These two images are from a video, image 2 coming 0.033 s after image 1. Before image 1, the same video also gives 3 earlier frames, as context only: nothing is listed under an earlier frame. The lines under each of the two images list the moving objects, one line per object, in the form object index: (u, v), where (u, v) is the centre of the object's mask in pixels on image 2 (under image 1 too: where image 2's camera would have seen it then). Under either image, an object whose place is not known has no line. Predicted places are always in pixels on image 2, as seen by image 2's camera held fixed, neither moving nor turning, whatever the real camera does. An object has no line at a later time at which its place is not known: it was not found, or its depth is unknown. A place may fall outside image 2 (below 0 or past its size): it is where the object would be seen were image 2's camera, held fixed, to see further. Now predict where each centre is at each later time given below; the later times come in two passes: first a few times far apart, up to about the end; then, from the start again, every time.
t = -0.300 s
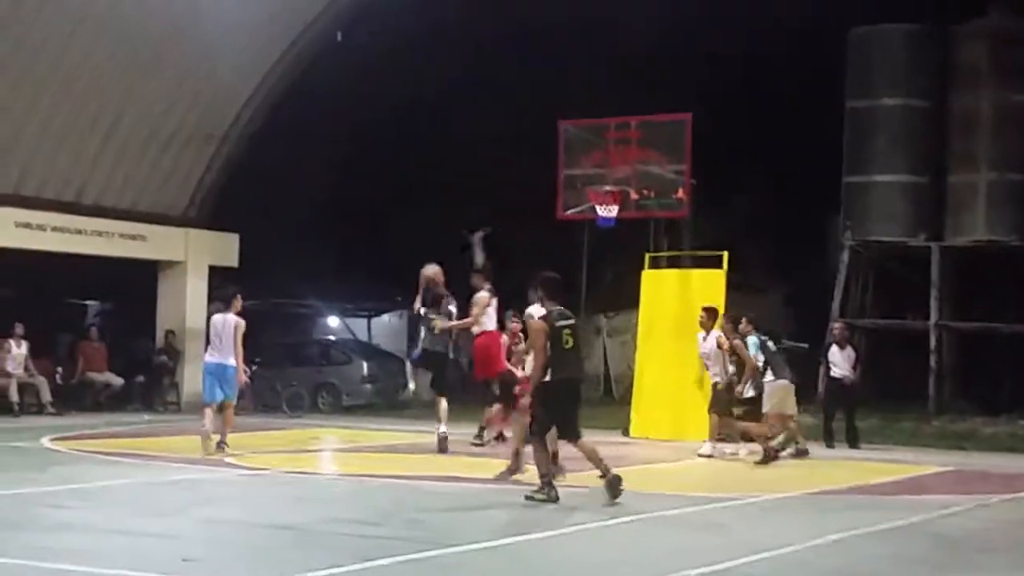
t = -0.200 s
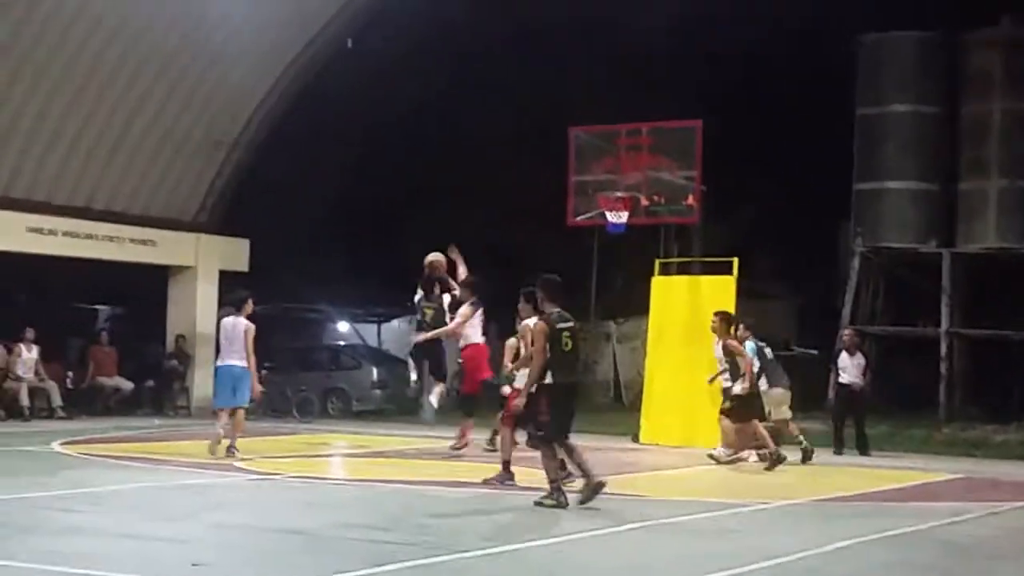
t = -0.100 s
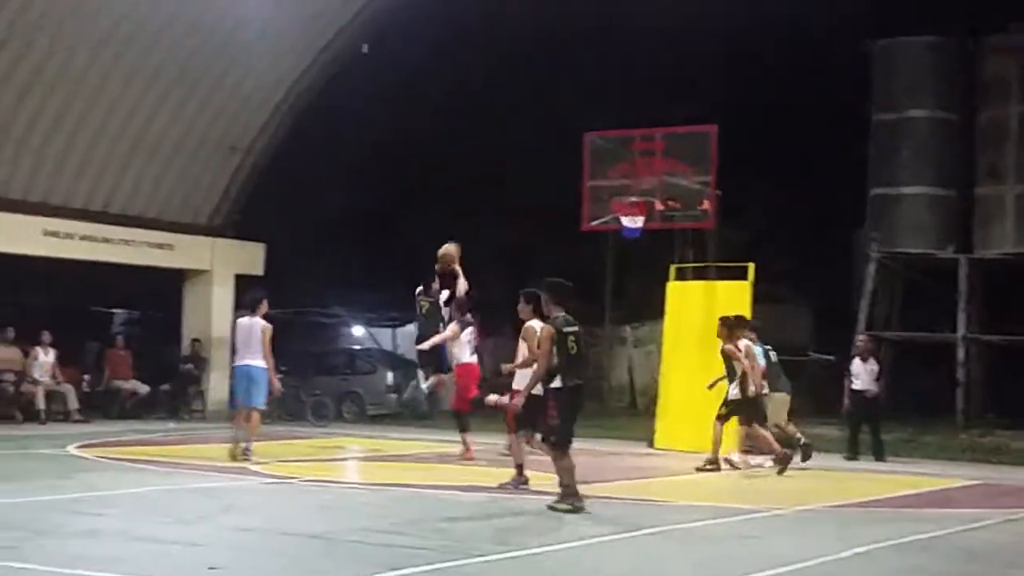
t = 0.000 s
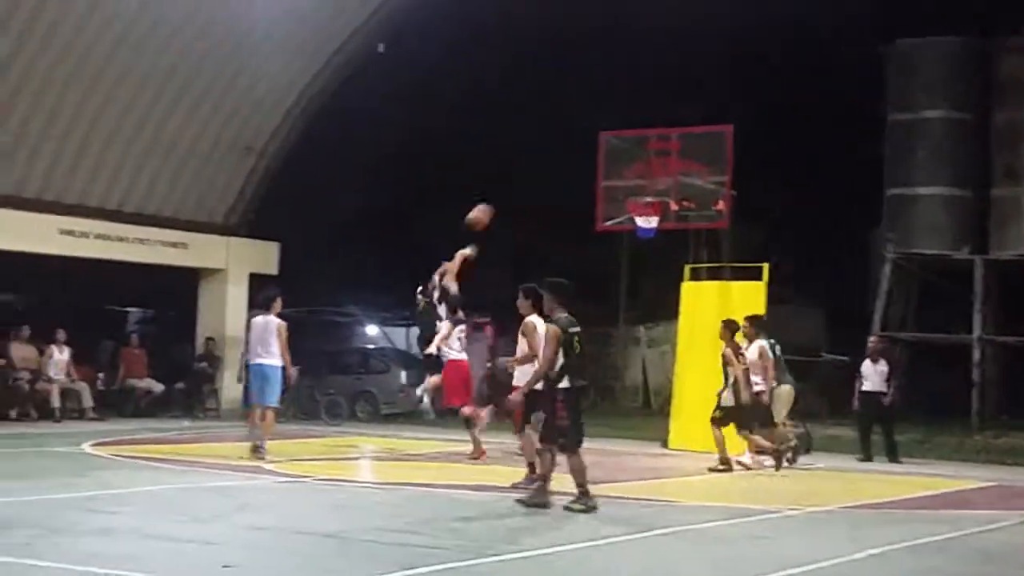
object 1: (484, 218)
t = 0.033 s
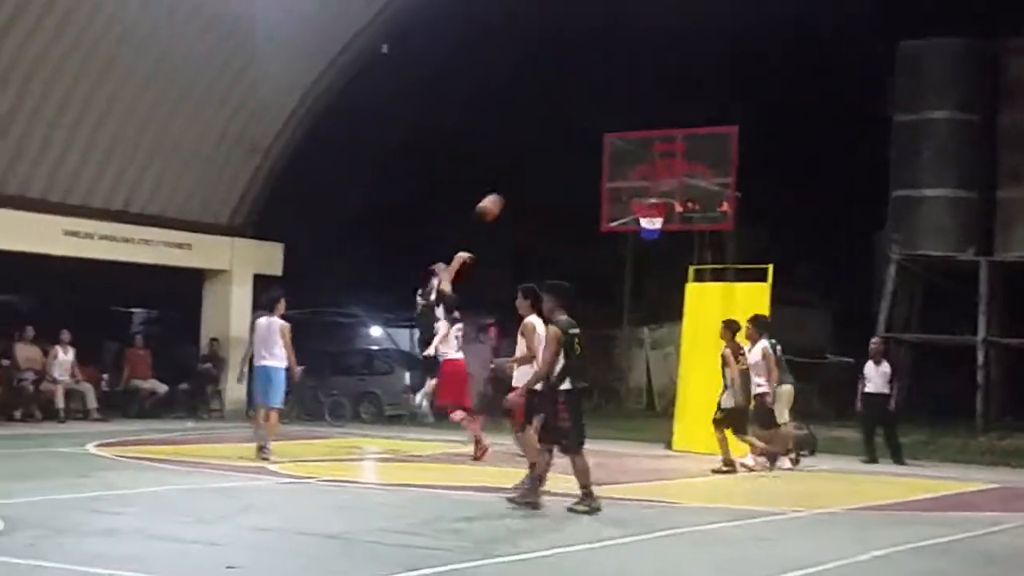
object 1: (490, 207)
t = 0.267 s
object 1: (536, 153)
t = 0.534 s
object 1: (585, 148)
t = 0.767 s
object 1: (624, 187)
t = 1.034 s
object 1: (602, 168)
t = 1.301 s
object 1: (574, 198)
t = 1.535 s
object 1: (547, 266)
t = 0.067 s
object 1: (497, 196)
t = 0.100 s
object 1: (503, 187)
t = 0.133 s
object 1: (510, 178)
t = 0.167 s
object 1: (517, 171)
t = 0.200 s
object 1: (523, 164)
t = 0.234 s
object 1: (530, 158)
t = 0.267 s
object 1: (536, 153)
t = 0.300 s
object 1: (542, 149)
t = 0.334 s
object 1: (549, 147)
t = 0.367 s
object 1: (555, 144)
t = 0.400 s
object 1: (561, 143)
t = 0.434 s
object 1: (567, 143)
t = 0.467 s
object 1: (572, 144)
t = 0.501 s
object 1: (579, 145)
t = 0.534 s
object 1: (585, 148)
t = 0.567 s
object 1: (591, 151)
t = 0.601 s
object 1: (597, 155)
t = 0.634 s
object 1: (602, 159)
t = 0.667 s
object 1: (608, 164)
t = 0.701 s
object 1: (613, 171)
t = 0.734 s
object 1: (619, 178)
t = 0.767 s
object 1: (624, 187)
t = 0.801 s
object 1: (625, 188)
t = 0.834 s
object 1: (623, 183)
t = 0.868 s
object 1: (619, 178)
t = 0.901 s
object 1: (615, 174)
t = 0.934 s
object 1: (612, 171)
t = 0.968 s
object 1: (609, 169)
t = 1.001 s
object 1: (606, 168)
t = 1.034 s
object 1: (602, 168)
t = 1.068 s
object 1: (600, 169)
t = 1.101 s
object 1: (596, 171)
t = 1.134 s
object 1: (592, 173)
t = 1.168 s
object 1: (589, 176)
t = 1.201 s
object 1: (585, 180)
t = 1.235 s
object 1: (581, 185)
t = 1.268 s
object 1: (578, 191)
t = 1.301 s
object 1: (574, 198)
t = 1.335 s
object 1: (571, 205)
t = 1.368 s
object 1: (566, 213)
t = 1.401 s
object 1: (563, 222)
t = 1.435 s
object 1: (559, 232)
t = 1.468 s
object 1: (555, 243)
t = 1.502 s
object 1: (551, 253)
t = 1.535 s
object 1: (547, 266)
